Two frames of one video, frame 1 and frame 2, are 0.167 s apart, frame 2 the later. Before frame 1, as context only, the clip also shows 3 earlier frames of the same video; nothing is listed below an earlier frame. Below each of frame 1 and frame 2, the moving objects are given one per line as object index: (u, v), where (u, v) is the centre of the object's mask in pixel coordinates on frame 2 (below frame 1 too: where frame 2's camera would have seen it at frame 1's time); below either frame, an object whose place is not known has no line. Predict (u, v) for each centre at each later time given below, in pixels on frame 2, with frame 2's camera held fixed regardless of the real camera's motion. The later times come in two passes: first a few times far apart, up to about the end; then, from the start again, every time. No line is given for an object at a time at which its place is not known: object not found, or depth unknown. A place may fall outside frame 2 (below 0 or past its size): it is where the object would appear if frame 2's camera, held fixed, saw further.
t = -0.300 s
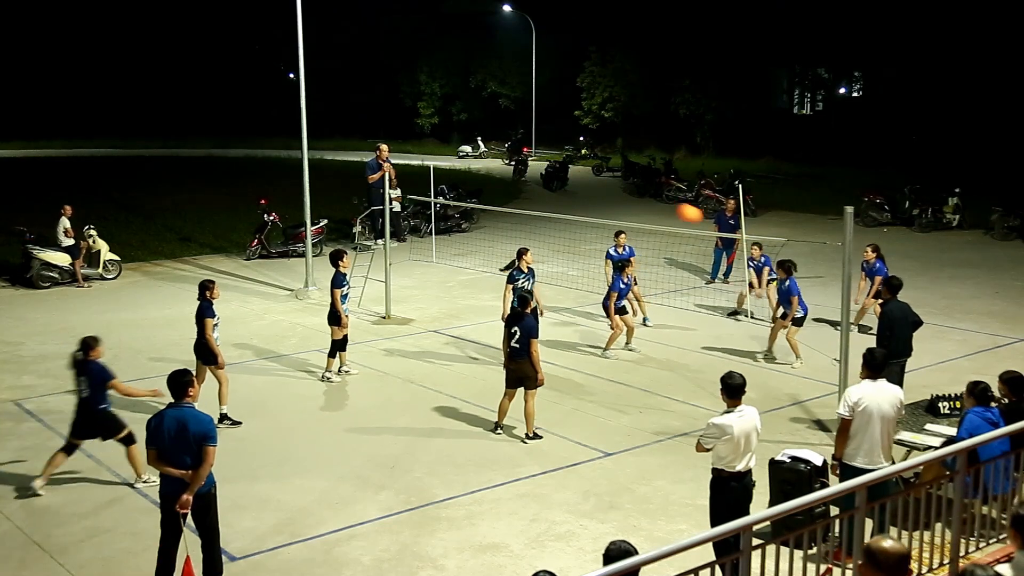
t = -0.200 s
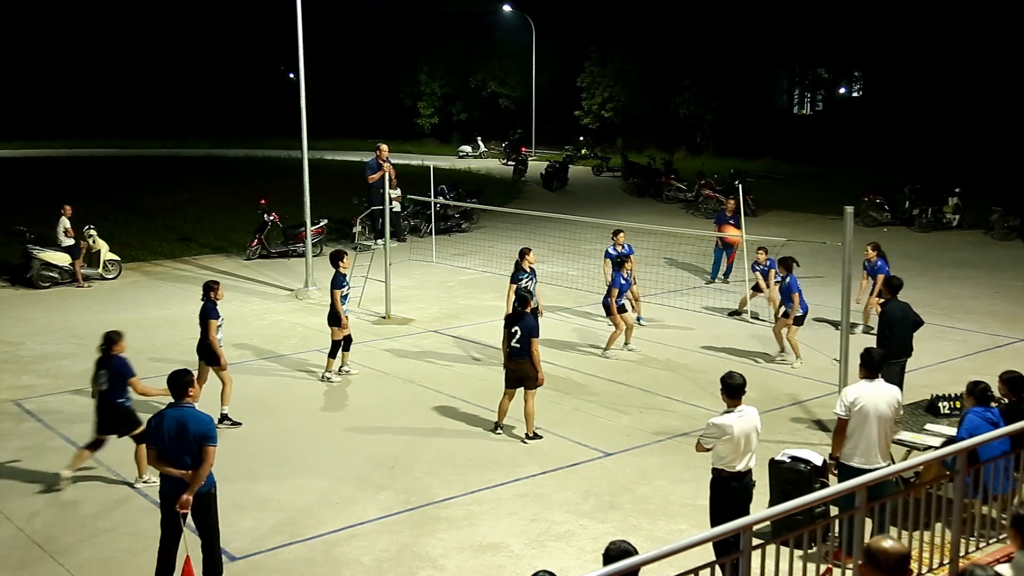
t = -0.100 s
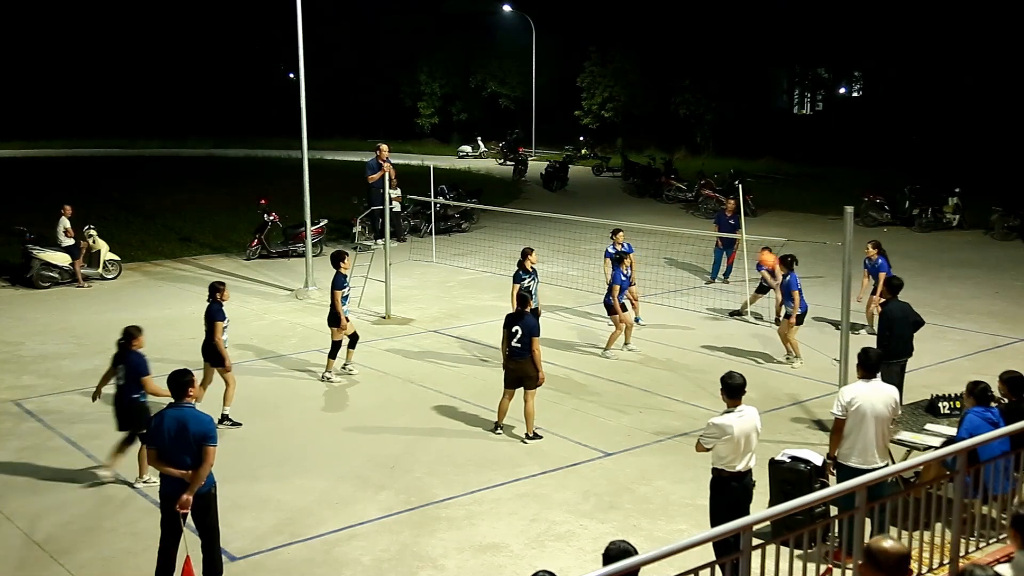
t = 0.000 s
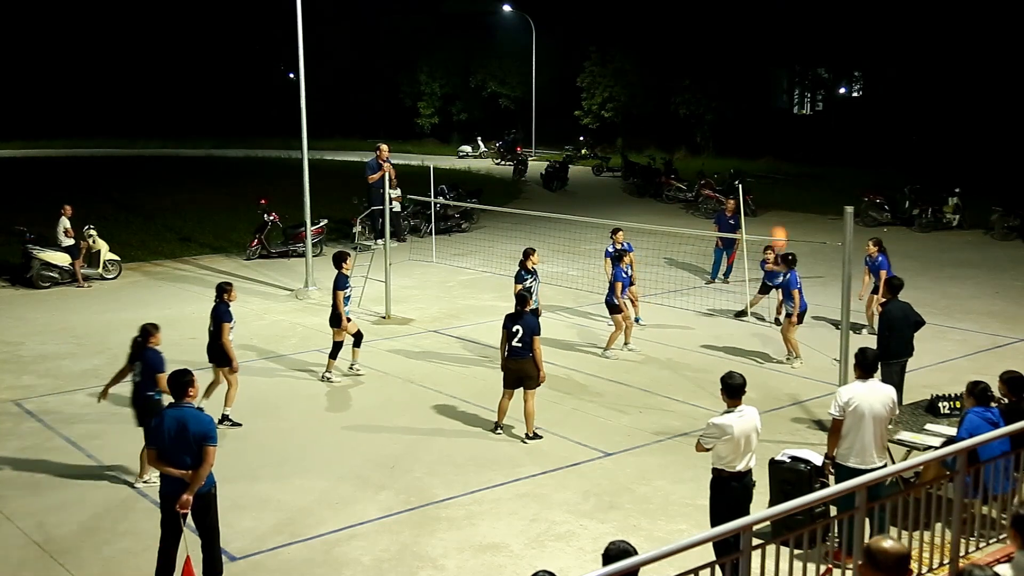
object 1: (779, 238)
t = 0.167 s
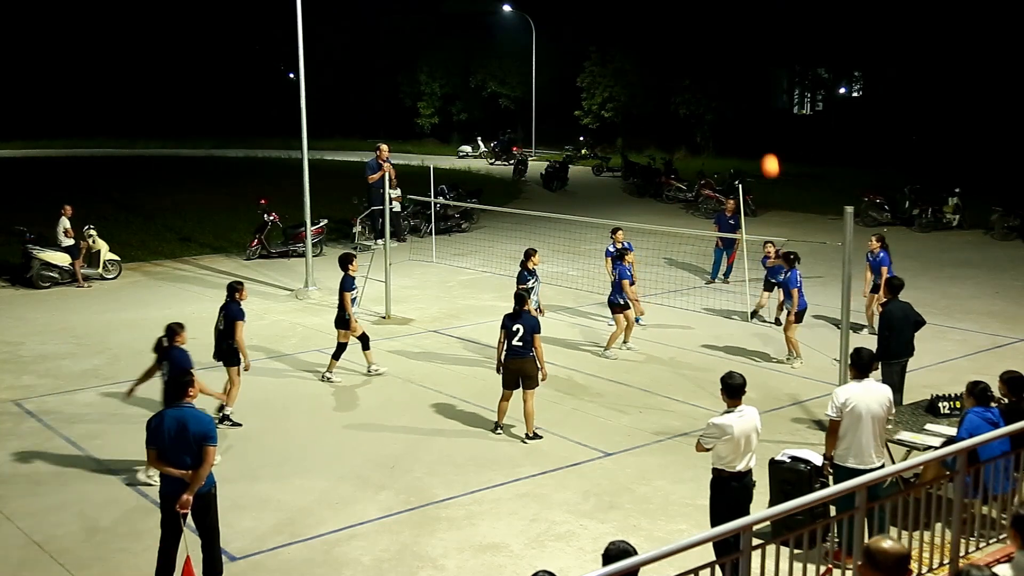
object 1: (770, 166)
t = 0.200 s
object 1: (768, 153)
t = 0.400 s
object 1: (755, 93)
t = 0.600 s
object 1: (742, 61)
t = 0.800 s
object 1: (727, 61)
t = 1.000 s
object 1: (711, 97)
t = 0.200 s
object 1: (768, 153)
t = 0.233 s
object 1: (766, 141)
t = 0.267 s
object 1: (763, 131)
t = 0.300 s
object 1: (761, 120)
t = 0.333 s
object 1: (759, 110)
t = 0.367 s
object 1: (757, 101)
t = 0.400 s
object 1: (755, 93)
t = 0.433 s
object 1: (753, 86)
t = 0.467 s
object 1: (751, 79)
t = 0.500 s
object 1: (749, 73)
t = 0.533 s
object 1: (747, 68)
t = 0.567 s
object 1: (744, 64)
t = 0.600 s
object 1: (742, 61)
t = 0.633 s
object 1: (739, 58)
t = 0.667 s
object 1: (737, 57)
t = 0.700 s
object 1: (734, 57)
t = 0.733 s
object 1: (732, 57)
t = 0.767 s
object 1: (729, 58)
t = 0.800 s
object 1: (727, 61)
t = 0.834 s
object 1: (725, 64)
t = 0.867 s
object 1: (722, 69)
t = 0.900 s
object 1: (719, 74)
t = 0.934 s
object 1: (717, 81)
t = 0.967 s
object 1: (714, 89)
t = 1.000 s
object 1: (711, 97)
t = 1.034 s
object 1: (709, 107)
